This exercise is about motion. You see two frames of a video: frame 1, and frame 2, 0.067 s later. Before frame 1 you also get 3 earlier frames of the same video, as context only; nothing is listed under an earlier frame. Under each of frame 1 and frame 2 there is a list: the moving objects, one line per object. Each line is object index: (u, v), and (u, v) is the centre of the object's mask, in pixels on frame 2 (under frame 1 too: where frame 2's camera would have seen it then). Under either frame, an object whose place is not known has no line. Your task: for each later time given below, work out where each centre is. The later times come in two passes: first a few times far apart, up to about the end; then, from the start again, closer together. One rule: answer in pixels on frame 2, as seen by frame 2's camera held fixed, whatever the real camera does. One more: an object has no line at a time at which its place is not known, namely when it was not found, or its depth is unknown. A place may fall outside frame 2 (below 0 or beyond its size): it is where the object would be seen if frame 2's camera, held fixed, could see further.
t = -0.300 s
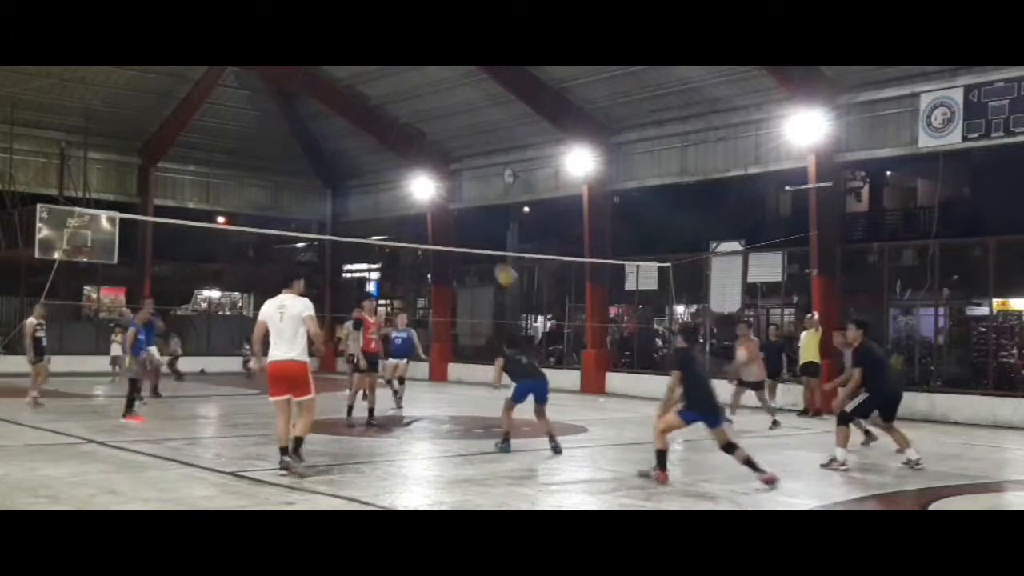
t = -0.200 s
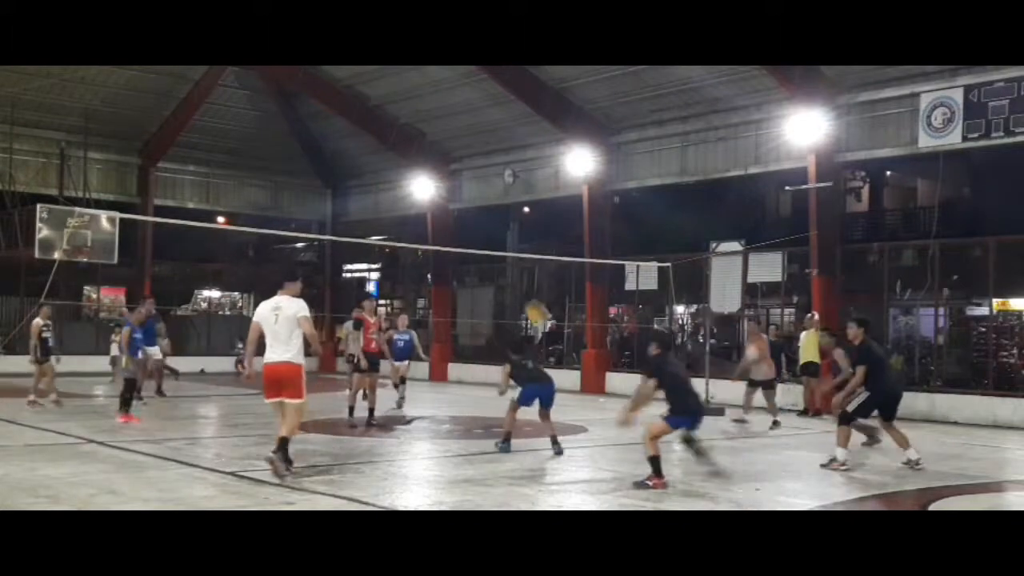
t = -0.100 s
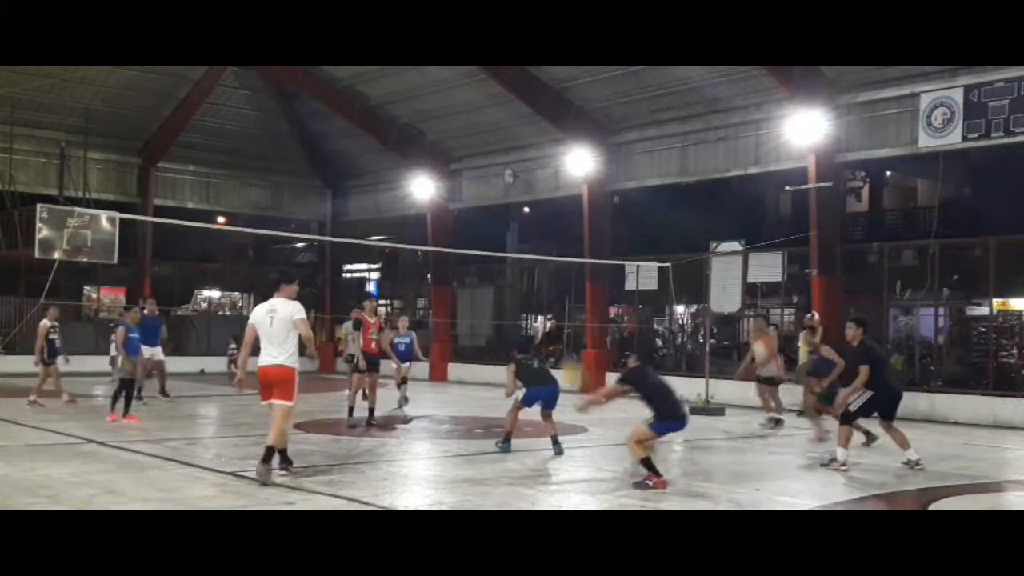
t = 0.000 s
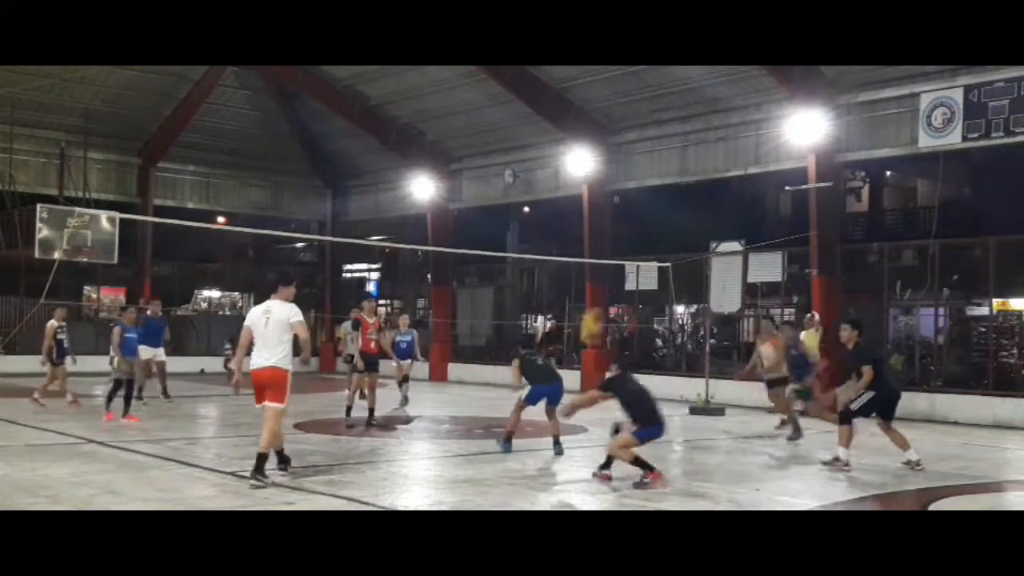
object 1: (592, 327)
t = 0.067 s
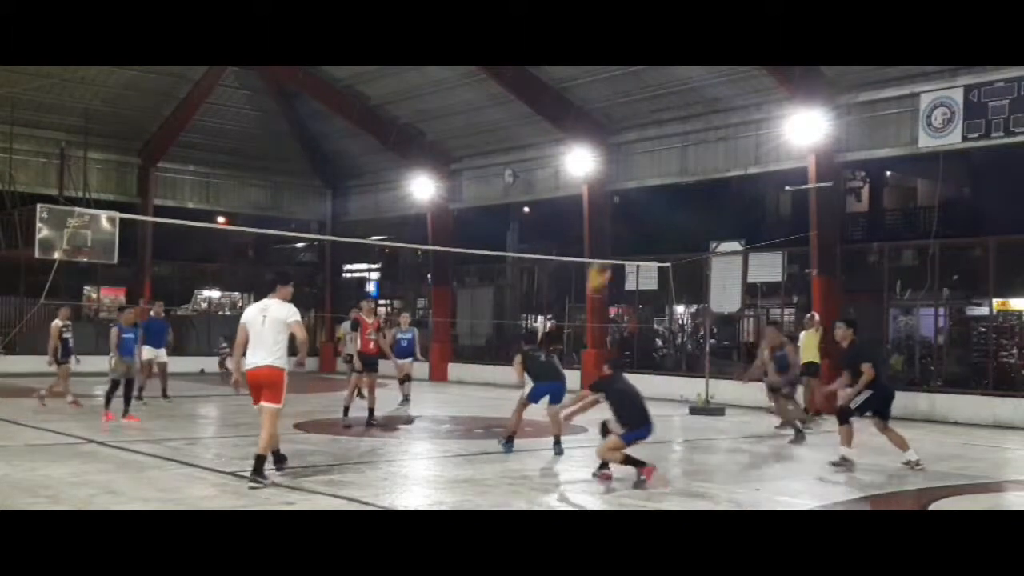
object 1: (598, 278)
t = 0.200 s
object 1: (613, 195)
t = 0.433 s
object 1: (637, 106)
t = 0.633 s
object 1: (657, 74)
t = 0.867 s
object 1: (678, 86)
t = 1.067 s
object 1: (693, 134)
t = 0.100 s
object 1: (603, 252)
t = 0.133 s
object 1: (606, 233)
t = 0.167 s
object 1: (610, 214)
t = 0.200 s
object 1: (613, 195)
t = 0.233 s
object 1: (617, 177)
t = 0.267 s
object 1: (620, 162)
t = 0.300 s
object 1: (624, 151)
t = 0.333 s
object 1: (627, 136)
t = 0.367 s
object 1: (631, 123)
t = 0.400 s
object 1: (634, 115)
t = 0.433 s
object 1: (637, 106)
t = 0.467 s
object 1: (642, 94)
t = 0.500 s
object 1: (644, 89)
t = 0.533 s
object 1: (648, 83)
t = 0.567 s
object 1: (651, 78)
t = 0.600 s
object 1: (654, 75)
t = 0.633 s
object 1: (657, 74)
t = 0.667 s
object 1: (660, 74)
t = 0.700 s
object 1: (663, 73)
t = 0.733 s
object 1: (666, 73)
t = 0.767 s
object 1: (669, 75)
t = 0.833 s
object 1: (675, 80)
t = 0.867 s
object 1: (678, 86)
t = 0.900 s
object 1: (680, 92)
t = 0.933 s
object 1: (683, 98)
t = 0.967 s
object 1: (686, 106)
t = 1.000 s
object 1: (688, 115)
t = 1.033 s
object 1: (690, 126)
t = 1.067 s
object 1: (693, 134)
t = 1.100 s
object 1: (695, 146)
